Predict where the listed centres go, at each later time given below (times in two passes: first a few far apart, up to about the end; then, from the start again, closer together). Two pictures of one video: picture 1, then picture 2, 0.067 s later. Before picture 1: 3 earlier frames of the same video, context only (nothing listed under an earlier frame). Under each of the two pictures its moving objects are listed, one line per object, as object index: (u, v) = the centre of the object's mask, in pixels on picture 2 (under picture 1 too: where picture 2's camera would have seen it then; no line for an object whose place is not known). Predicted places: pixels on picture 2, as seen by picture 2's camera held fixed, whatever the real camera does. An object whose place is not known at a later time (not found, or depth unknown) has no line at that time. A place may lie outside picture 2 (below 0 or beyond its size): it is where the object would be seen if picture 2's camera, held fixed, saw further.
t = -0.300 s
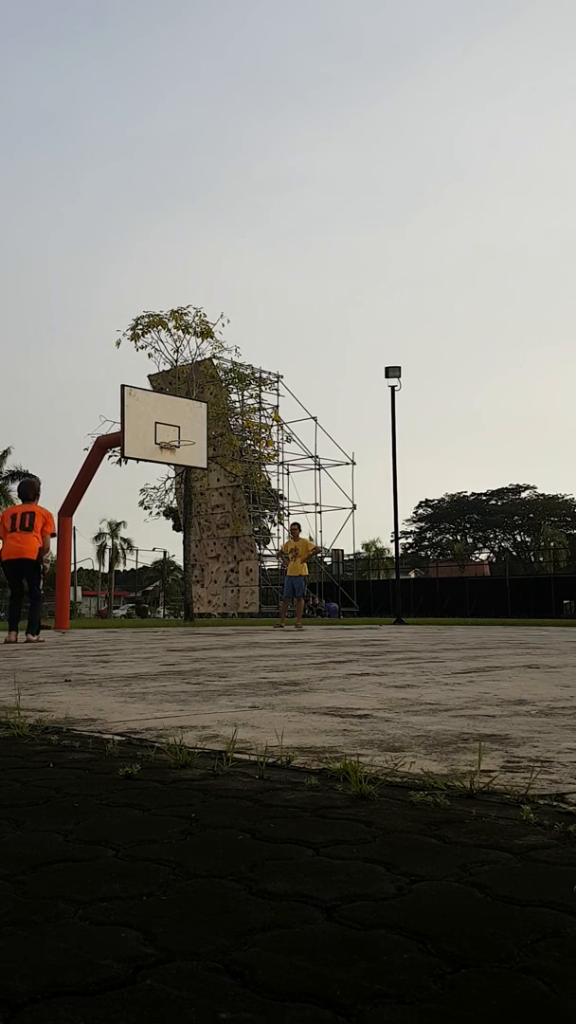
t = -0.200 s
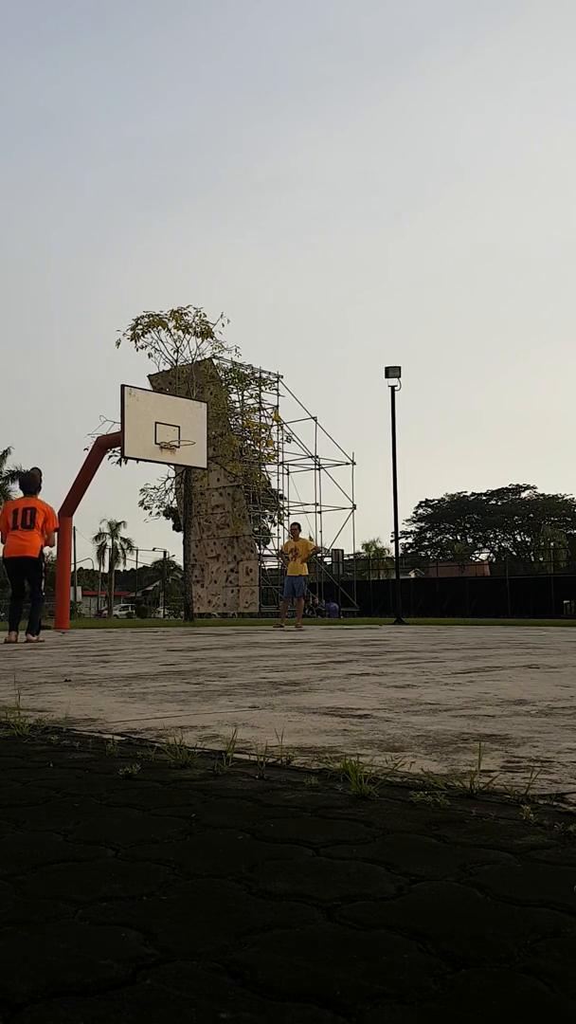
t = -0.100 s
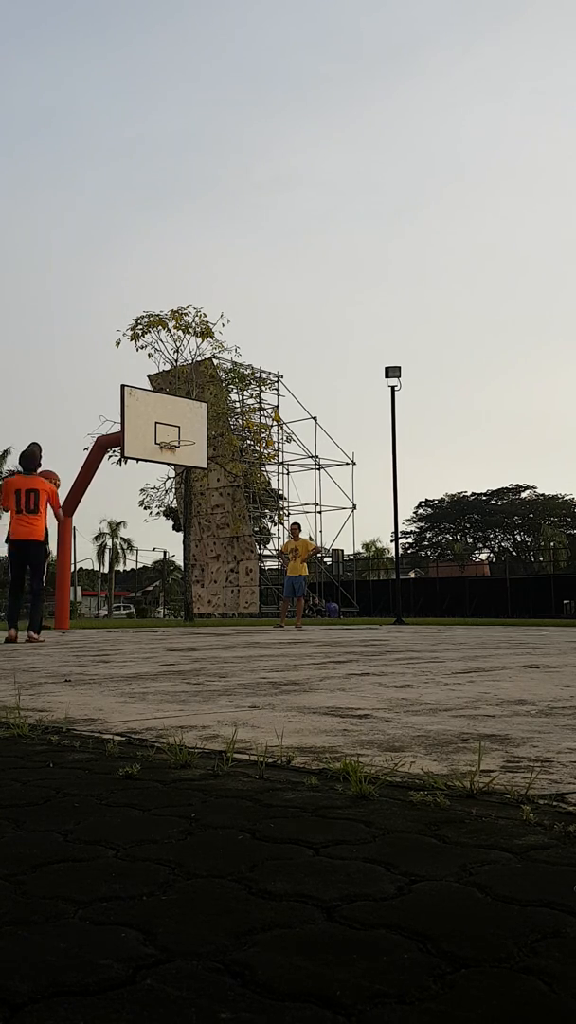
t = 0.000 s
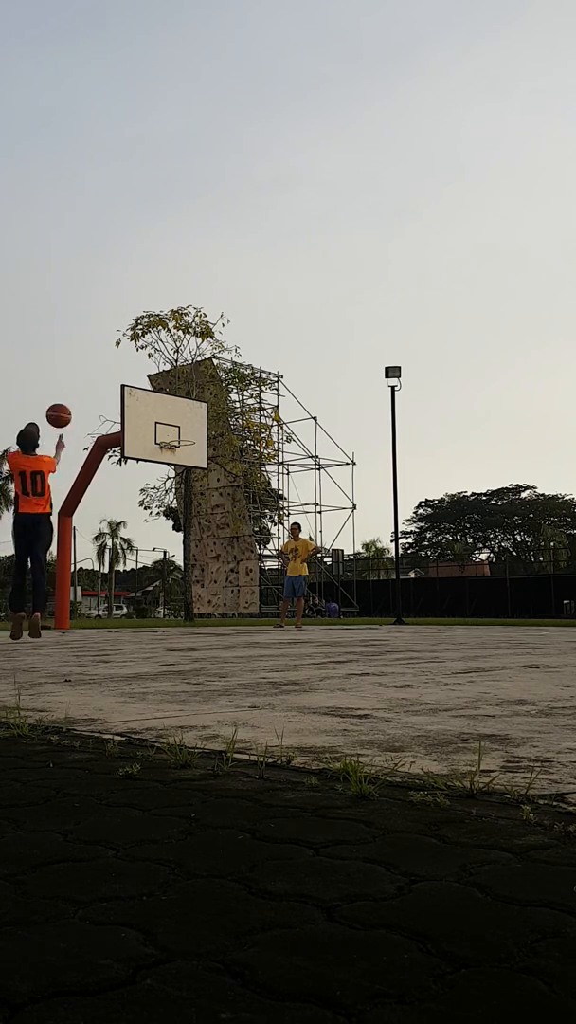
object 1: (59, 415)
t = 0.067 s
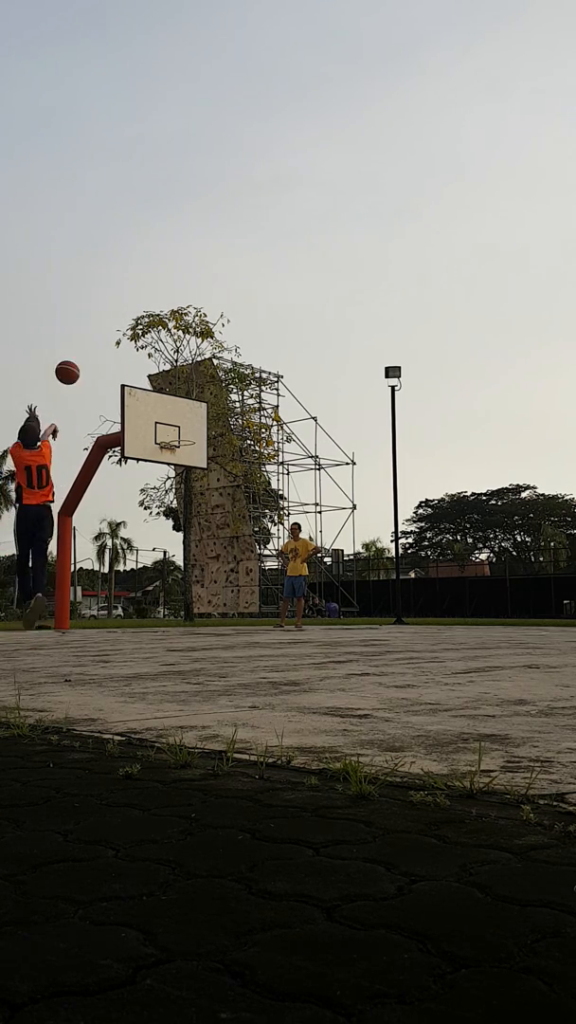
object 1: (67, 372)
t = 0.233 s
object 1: (86, 292)
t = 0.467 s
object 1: (108, 232)
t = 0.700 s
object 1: (127, 222)
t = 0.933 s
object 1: (144, 248)
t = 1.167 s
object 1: (158, 306)
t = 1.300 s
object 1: (166, 350)
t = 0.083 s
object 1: (69, 363)
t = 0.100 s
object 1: (71, 353)
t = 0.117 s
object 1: (73, 344)
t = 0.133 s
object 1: (75, 336)
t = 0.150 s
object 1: (77, 328)
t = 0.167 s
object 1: (79, 320)
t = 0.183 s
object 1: (81, 312)
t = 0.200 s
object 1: (82, 305)
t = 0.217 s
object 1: (84, 298)
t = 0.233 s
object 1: (86, 292)
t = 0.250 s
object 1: (88, 285)
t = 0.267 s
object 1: (90, 280)
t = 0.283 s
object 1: (91, 274)
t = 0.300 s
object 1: (93, 269)
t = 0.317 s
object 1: (94, 264)
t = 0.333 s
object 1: (96, 259)
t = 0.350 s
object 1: (98, 255)
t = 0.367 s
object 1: (99, 251)
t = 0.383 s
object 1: (101, 247)
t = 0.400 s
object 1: (102, 244)
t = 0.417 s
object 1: (104, 241)
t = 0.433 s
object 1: (105, 238)
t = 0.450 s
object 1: (107, 235)
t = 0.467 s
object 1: (108, 232)
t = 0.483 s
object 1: (110, 230)
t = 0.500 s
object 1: (111, 228)
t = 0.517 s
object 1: (113, 226)
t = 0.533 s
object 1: (114, 225)
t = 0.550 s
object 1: (115, 223)
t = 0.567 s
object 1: (117, 223)
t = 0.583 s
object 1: (118, 222)
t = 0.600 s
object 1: (119, 221)
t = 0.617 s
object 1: (121, 221)
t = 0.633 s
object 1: (122, 220)
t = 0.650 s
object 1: (123, 220)
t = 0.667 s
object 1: (125, 220)
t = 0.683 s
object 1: (126, 221)
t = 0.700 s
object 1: (127, 222)
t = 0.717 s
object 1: (129, 222)
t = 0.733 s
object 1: (130, 223)
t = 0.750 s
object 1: (131, 224)
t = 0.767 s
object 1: (132, 226)
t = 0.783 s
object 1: (133, 227)
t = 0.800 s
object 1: (135, 229)
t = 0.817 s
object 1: (136, 231)
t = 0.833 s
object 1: (137, 233)
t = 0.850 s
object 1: (138, 235)
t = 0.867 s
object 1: (139, 237)
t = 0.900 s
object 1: (142, 243)
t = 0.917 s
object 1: (143, 245)
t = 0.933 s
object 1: (144, 248)
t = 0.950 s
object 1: (145, 252)
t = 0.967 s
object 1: (146, 255)
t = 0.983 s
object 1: (147, 258)
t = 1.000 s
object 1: (148, 262)
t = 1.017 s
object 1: (149, 266)
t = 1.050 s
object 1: (151, 274)
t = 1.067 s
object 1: (152, 278)
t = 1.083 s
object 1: (154, 282)
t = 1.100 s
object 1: (154, 287)
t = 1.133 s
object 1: (157, 296)
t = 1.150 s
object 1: (158, 301)
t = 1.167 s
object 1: (158, 306)
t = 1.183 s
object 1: (159, 311)
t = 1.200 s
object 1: (160, 317)
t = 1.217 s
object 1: (161, 322)
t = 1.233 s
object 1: (163, 326)
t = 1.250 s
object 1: (163, 331)
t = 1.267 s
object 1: (164, 338)
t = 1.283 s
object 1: (166, 344)
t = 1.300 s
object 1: (166, 350)
